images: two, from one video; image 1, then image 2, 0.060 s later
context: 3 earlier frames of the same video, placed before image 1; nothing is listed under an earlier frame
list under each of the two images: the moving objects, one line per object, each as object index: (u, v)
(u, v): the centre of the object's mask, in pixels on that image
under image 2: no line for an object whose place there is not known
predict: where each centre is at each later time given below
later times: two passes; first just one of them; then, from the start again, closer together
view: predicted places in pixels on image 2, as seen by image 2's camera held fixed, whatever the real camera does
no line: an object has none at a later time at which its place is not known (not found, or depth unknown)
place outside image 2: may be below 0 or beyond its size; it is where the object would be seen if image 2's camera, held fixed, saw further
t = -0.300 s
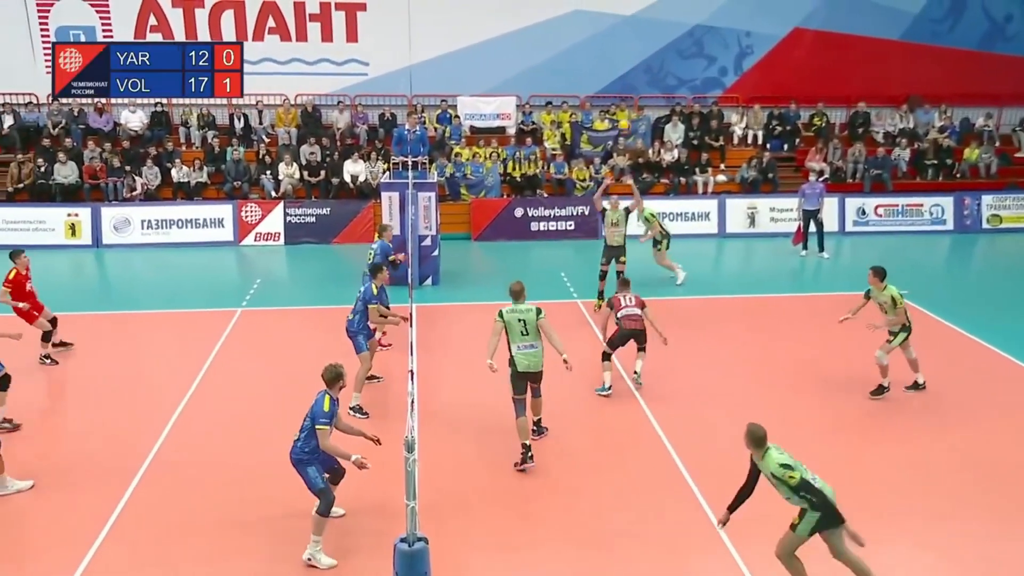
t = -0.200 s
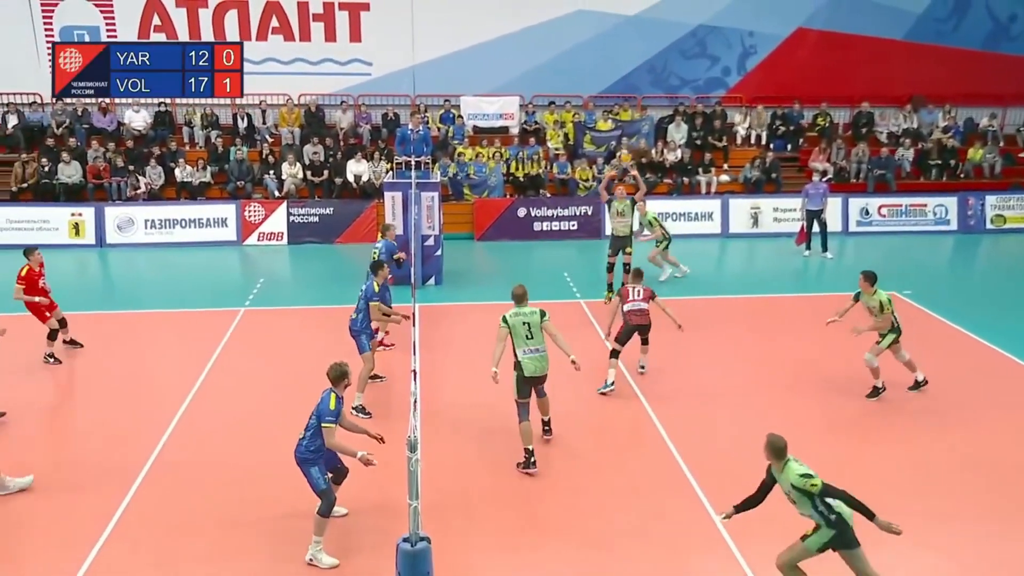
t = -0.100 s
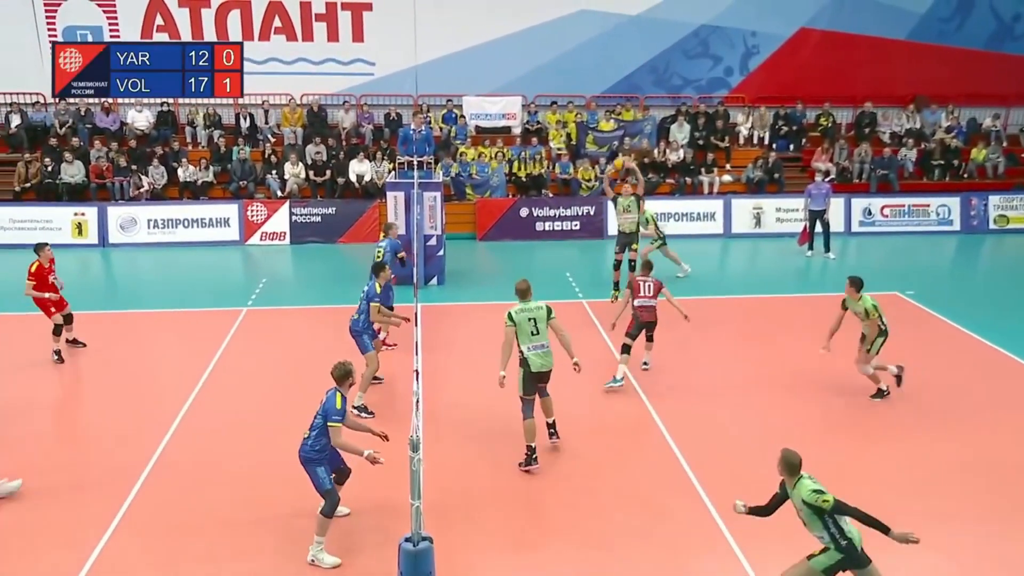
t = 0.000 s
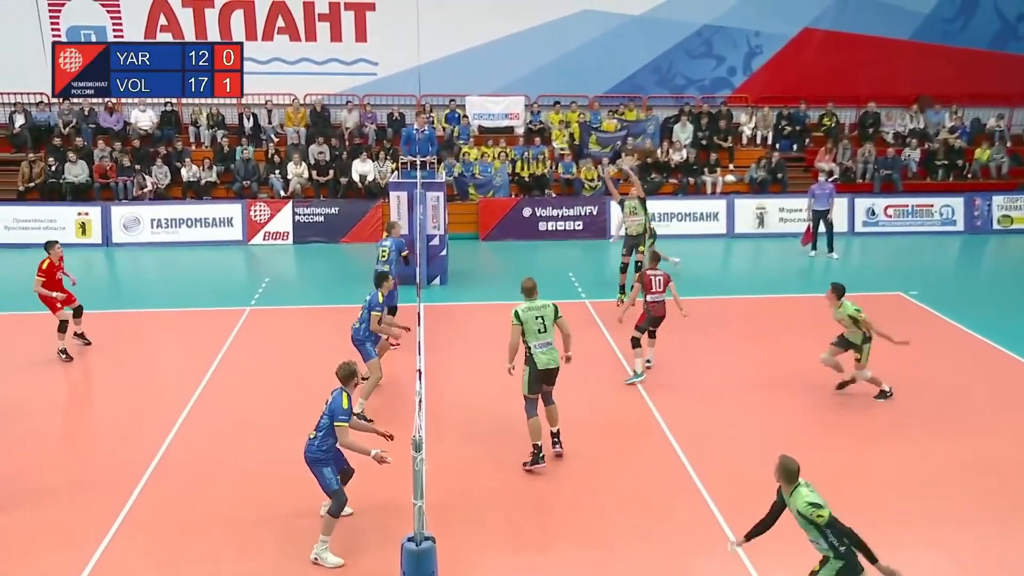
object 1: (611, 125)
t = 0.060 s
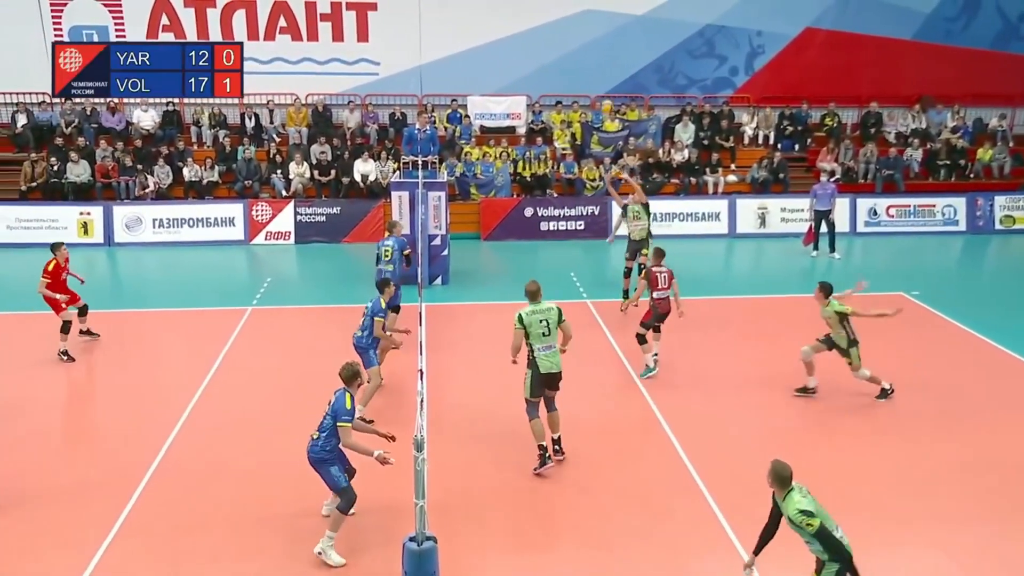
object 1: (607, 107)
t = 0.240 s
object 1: (586, 63)
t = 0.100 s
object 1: (602, 96)
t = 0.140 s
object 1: (598, 85)
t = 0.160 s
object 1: (596, 80)
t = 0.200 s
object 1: (591, 71)
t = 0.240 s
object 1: (586, 63)
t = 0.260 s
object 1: (584, 60)
